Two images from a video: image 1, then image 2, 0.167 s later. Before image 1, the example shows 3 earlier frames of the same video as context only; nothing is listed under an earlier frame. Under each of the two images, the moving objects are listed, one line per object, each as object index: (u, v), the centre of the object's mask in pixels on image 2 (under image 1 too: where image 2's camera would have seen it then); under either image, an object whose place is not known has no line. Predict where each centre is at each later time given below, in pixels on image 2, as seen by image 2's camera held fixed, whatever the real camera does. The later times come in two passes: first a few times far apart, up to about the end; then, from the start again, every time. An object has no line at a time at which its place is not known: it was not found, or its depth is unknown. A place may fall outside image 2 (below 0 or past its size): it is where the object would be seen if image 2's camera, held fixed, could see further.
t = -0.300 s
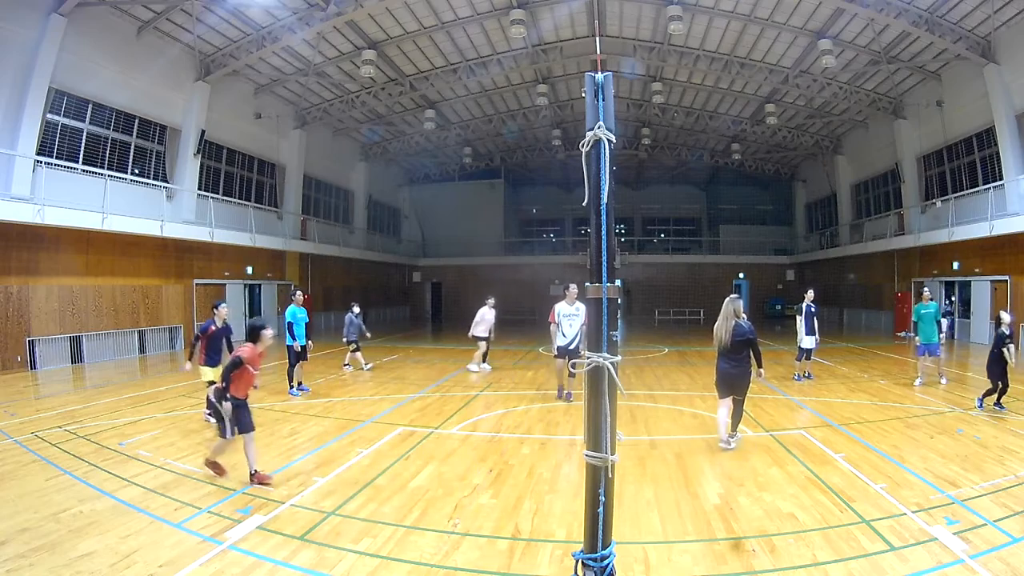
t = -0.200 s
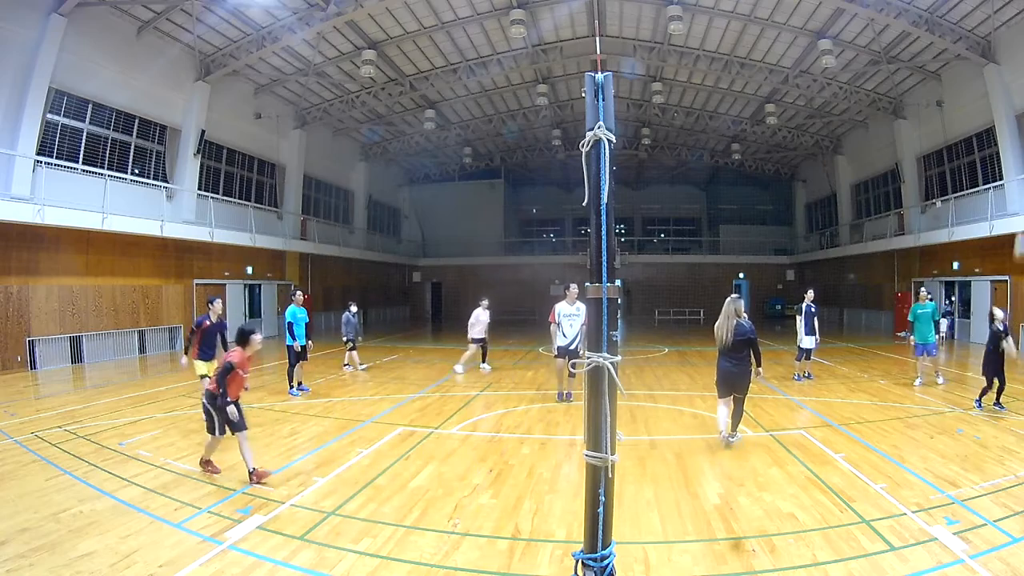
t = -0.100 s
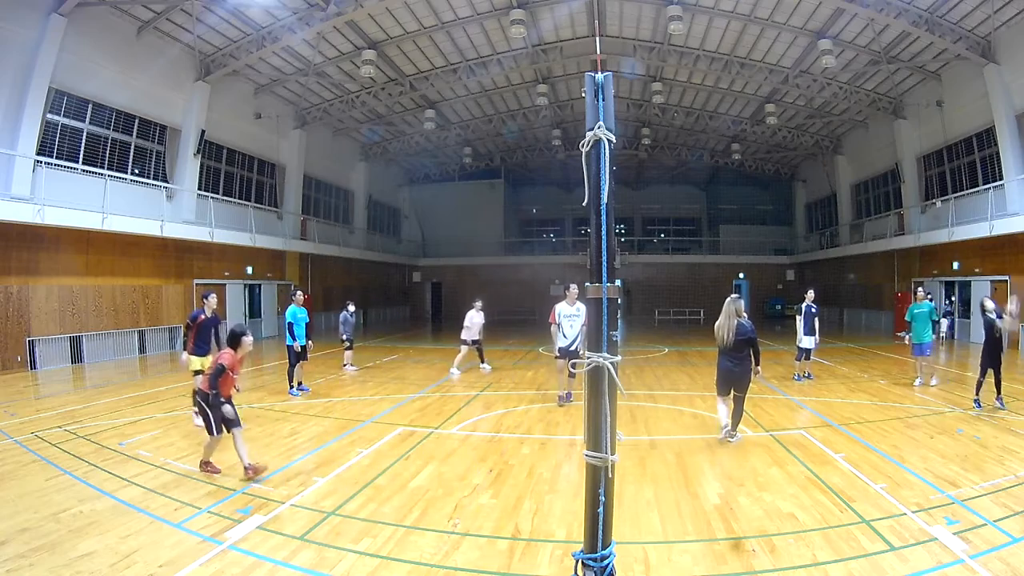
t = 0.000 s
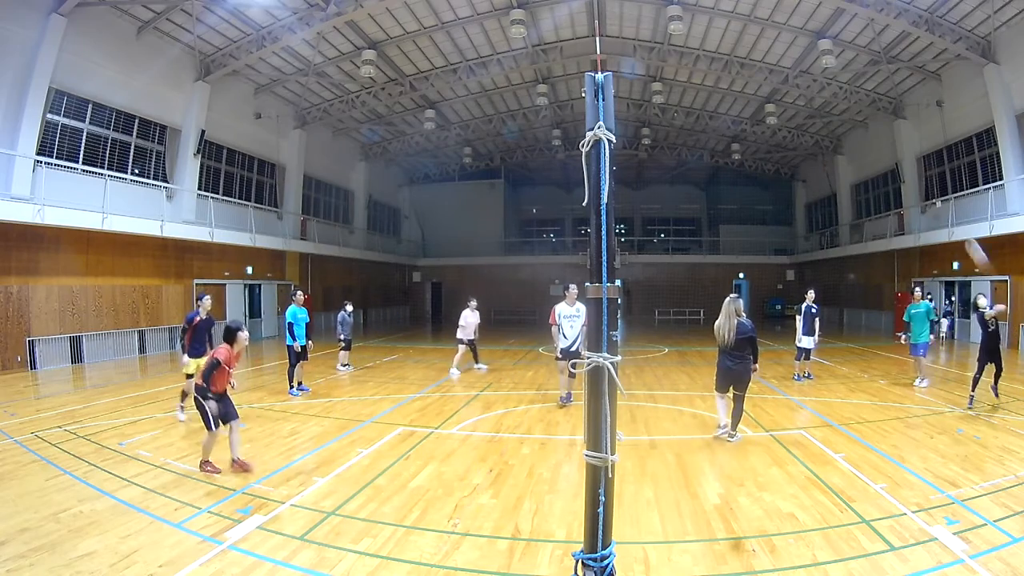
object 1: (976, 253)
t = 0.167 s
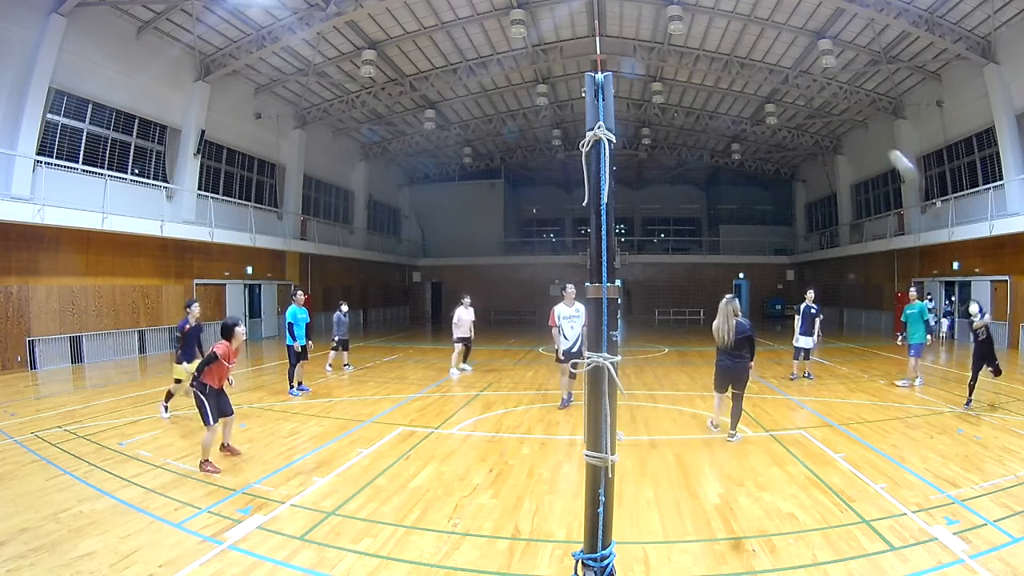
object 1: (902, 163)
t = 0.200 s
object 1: (884, 147)
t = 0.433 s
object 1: (768, 72)
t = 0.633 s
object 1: (676, 48)
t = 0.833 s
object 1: (595, 54)
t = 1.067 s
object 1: (512, 95)
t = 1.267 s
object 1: (451, 154)
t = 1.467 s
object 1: (398, 230)
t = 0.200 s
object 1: (884, 147)
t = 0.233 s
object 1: (870, 135)
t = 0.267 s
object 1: (850, 120)
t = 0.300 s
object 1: (834, 109)
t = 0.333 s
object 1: (817, 98)
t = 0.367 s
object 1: (801, 88)
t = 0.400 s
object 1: (784, 79)
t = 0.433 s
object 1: (768, 72)
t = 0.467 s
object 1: (753, 65)
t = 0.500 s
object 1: (737, 61)
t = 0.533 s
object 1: (721, 55)
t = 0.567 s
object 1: (705, 52)
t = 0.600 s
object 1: (691, 50)
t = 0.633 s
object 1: (676, 48)
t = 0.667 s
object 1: (662, 47)
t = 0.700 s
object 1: (649, 47)
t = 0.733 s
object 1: (635, 47)
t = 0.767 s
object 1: (621, 48)
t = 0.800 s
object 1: (609, 49)
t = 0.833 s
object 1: (595, 54)
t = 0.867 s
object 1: (583, 57)
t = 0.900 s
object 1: (571, 61)
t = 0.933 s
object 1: (559, 67)
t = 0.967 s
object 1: (546, 73)
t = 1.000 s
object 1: (535, 79)
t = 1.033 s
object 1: (524, 86)
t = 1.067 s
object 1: (512, 95)
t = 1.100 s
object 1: (501, 103)
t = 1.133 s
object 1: (490, 112)
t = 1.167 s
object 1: (480, 122)
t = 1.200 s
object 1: (471, 131)
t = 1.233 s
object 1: (460, 143)
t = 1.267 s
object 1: (451, 154)
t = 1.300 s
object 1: (441, 165)
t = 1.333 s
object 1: (431, 178)
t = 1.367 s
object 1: (423, 190)
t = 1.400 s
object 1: (415, 202)
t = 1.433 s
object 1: (405, 217)
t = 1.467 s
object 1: (398, 230)
